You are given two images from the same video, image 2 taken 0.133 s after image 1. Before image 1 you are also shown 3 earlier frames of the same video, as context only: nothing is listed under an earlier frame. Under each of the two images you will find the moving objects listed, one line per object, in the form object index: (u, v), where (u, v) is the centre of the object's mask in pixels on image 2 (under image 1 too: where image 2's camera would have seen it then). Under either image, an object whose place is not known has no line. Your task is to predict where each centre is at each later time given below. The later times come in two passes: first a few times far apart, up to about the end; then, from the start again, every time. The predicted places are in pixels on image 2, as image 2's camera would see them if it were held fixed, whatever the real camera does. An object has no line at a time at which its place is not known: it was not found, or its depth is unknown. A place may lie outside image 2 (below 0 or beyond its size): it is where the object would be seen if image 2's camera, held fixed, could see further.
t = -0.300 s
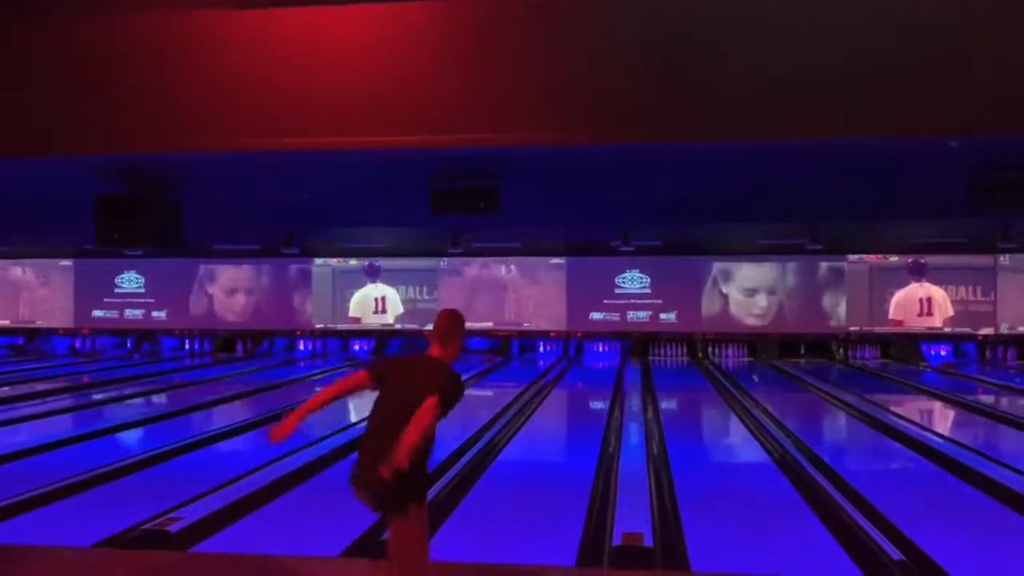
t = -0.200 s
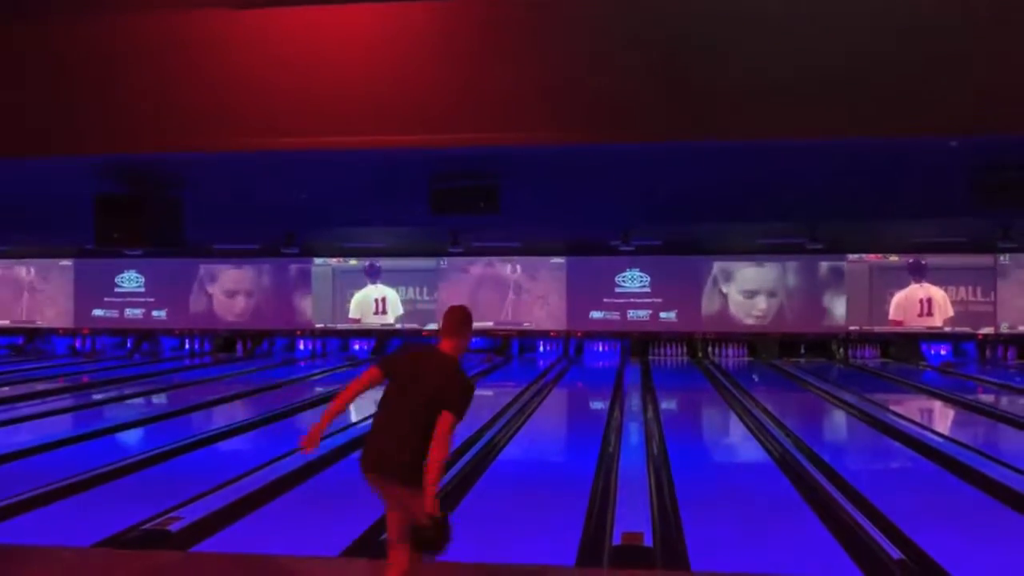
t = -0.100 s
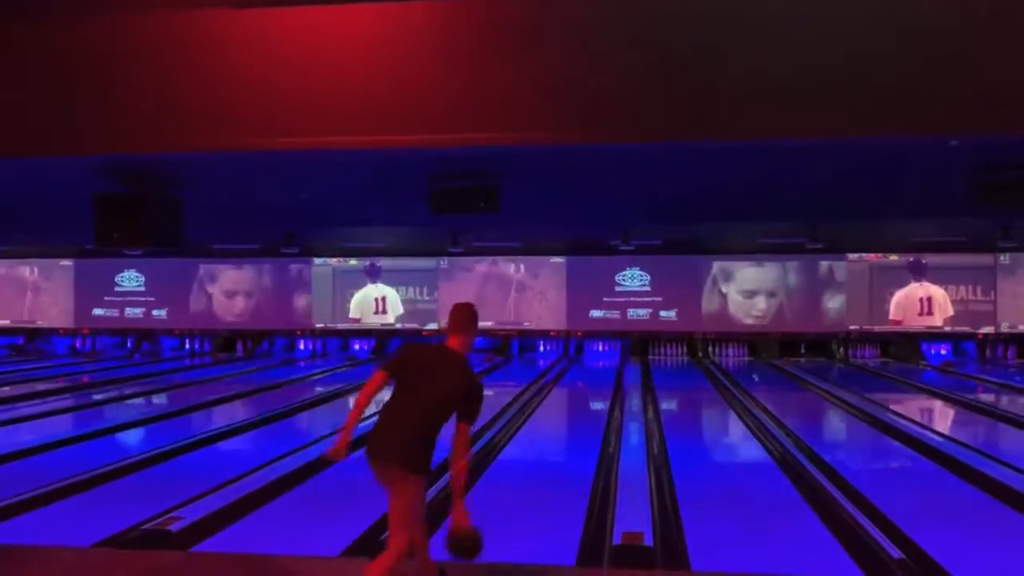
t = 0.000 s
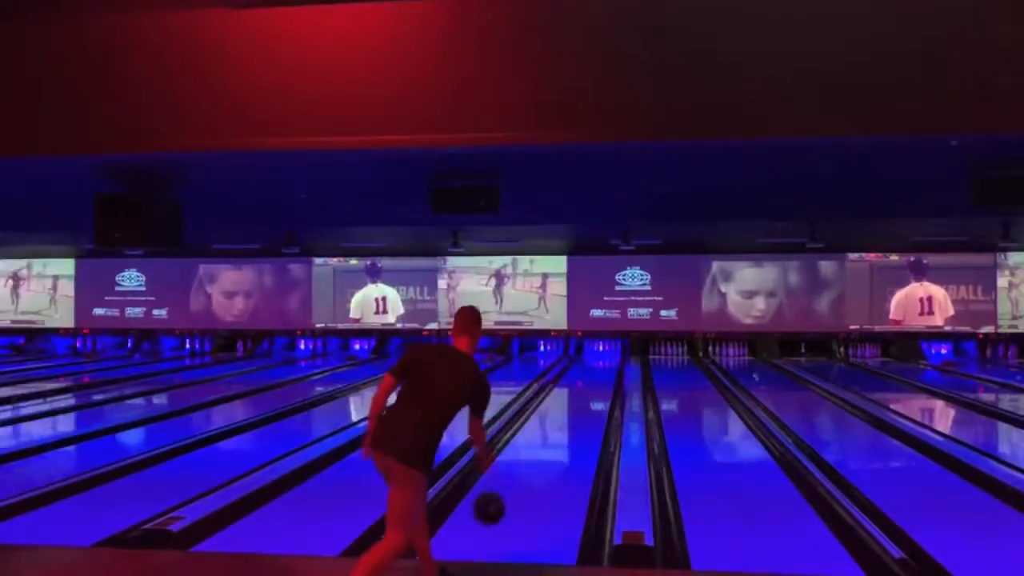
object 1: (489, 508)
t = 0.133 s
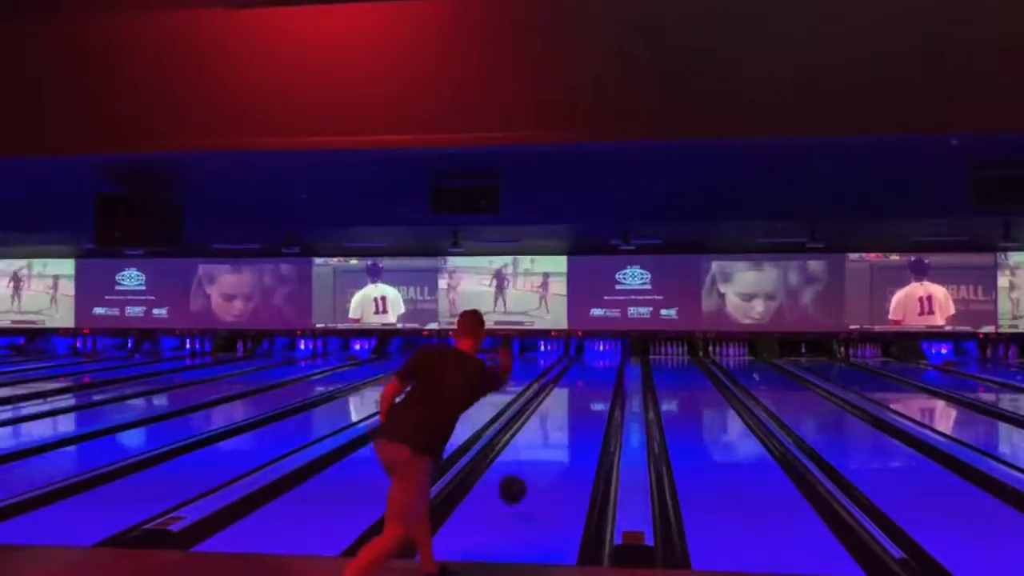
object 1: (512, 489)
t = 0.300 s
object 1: (532, 470)
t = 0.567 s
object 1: (553, 432)
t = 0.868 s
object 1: (568, 406)
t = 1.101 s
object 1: (575, 393)
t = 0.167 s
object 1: (516, 489)
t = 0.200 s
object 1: (522, 490)
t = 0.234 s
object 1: (525, 484)
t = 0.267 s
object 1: (528, 476)
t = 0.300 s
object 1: (532, 470)
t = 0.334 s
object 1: (535, 465)
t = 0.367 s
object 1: (538, 460)
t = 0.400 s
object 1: (541, 455)
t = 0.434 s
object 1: (544, 450)
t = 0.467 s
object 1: (547, 444)
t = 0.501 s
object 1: (549, 440)
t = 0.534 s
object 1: (551, 436)
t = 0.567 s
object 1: (553, 432)
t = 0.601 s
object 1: (555, 429)
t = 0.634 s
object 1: (557, 426)
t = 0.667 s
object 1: (559, 423)
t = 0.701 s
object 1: (561, 420)
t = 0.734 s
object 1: (562, 417)
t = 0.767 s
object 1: (563, 414)
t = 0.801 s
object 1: (565, 412)
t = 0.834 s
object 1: (566, 409)
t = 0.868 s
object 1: (568, 406)
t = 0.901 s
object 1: (569, 404)
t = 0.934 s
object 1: (570, 401)
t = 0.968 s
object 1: (572, 399)
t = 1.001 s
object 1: (573, 397)
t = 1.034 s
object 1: (574, 394)
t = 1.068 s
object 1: (575, 393)
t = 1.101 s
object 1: (575, 393)
